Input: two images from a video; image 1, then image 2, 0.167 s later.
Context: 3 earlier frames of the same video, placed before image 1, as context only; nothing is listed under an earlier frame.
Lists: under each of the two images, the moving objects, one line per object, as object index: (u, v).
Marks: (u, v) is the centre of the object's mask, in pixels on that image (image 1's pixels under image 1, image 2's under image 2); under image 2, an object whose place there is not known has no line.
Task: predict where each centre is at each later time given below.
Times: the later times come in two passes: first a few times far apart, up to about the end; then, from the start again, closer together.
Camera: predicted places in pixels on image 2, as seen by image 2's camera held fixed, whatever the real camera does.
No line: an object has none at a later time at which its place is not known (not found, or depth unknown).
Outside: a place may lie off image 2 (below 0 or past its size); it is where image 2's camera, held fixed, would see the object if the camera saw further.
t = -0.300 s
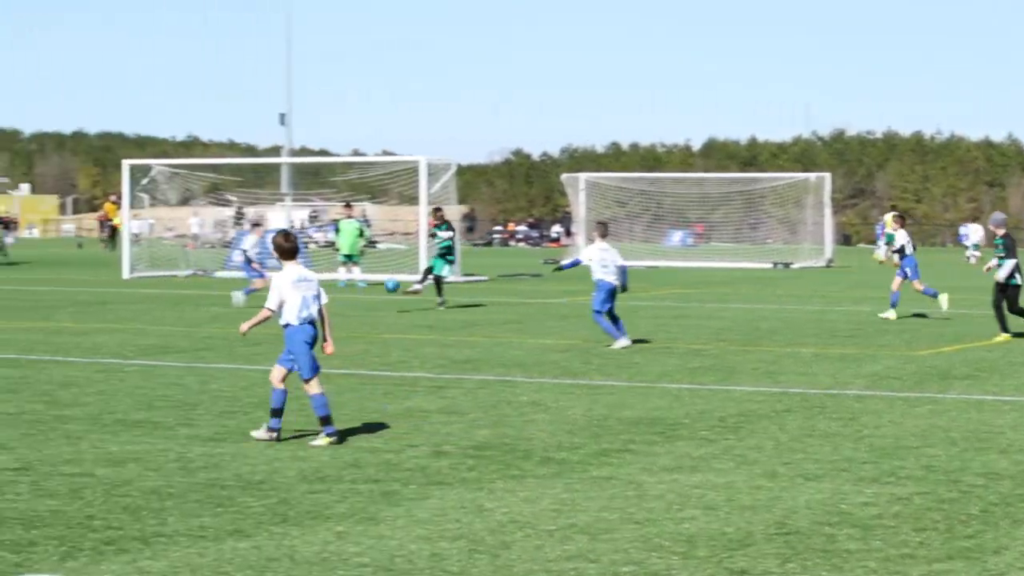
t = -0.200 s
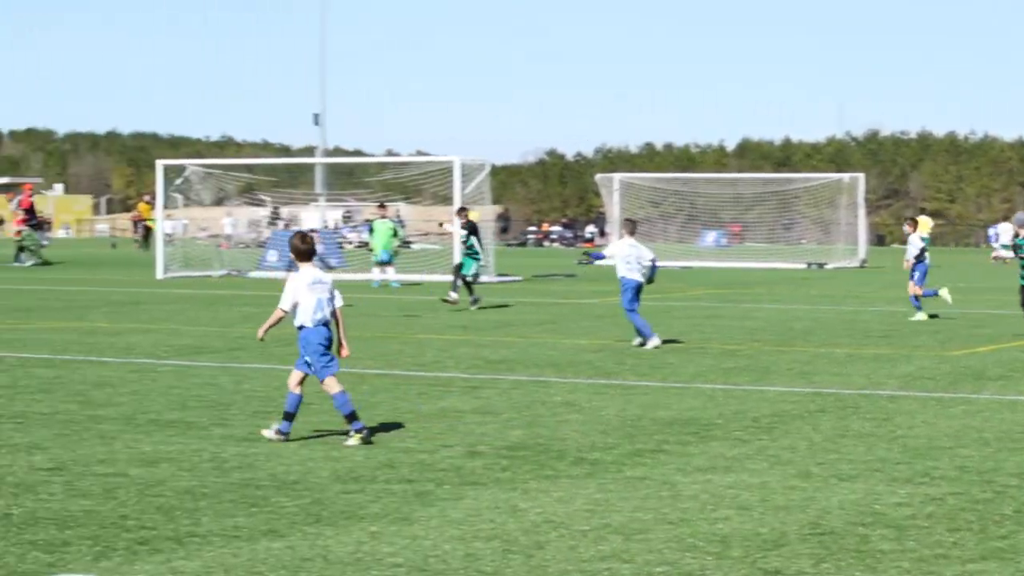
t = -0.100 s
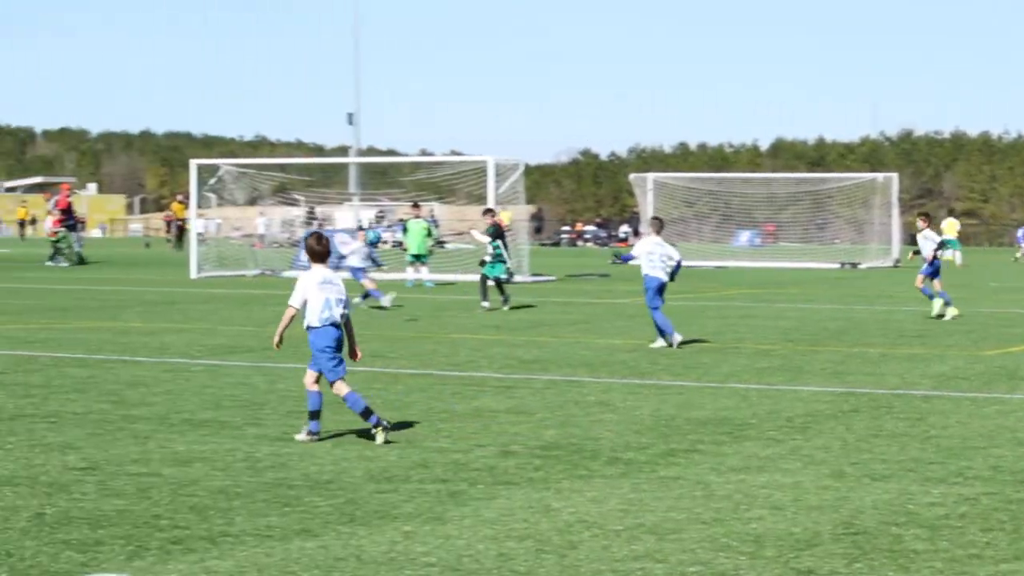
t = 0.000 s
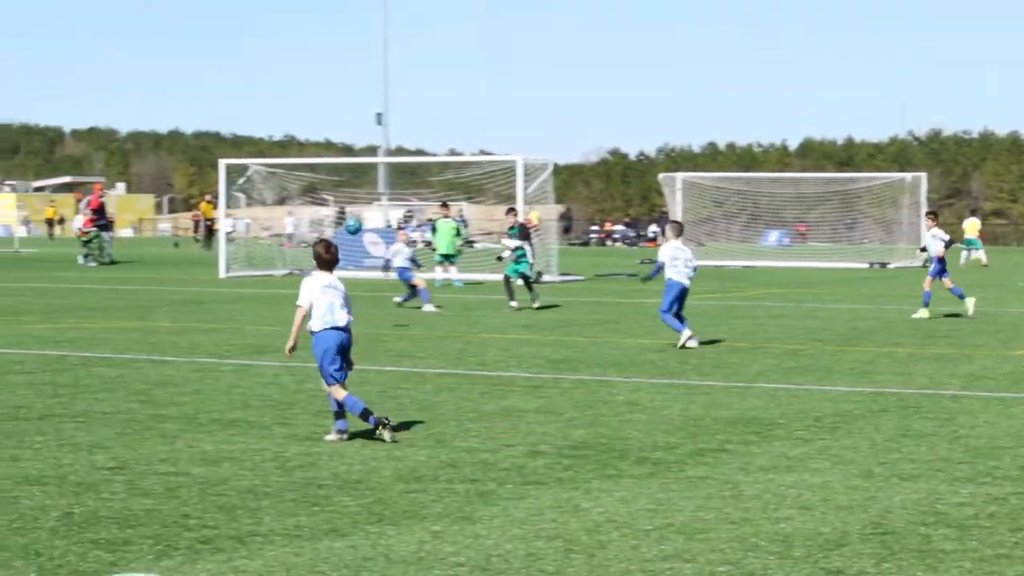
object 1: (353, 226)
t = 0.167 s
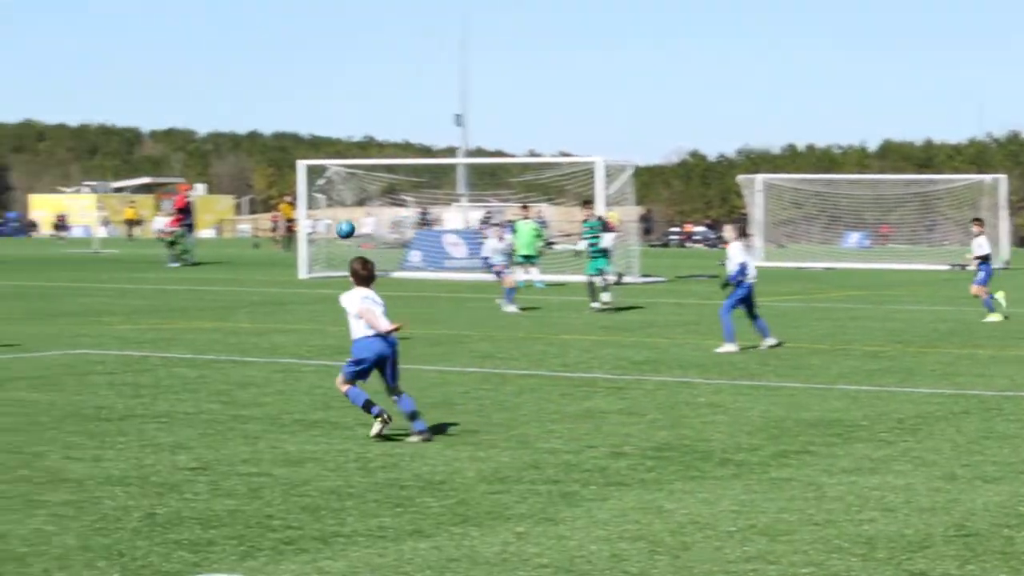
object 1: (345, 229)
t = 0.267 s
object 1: (288, 242)
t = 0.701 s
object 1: (-11, 338)
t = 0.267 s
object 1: (288, 242)
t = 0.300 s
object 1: (269, 251)
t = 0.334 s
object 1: (248, 261)
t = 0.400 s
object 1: (201, 288)
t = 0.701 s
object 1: (-11, 338)
